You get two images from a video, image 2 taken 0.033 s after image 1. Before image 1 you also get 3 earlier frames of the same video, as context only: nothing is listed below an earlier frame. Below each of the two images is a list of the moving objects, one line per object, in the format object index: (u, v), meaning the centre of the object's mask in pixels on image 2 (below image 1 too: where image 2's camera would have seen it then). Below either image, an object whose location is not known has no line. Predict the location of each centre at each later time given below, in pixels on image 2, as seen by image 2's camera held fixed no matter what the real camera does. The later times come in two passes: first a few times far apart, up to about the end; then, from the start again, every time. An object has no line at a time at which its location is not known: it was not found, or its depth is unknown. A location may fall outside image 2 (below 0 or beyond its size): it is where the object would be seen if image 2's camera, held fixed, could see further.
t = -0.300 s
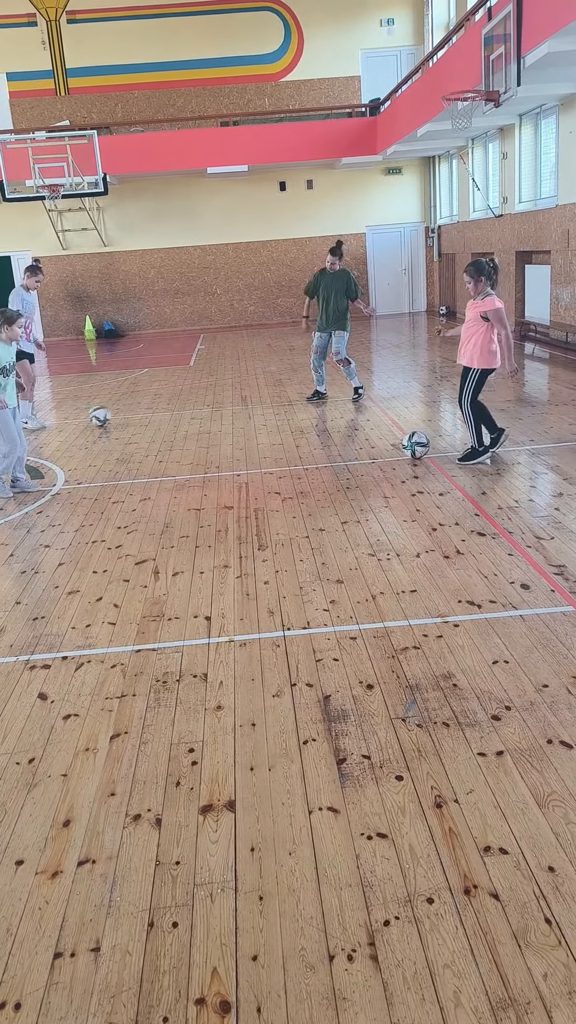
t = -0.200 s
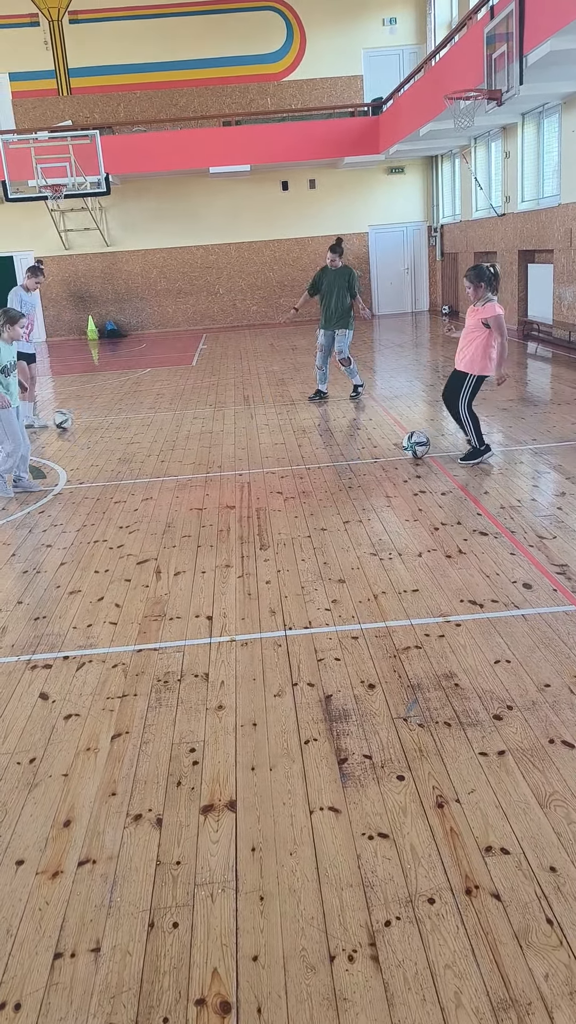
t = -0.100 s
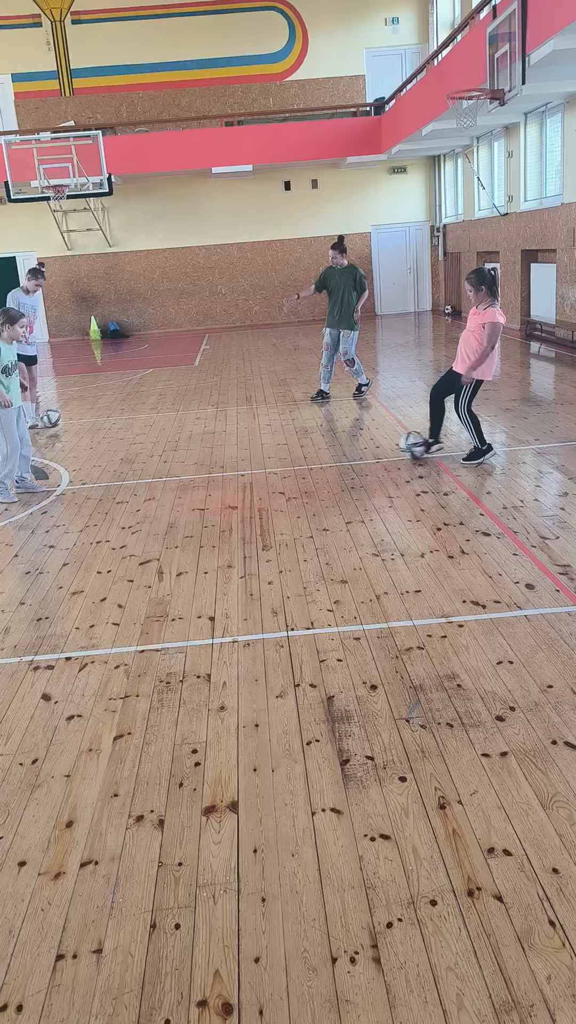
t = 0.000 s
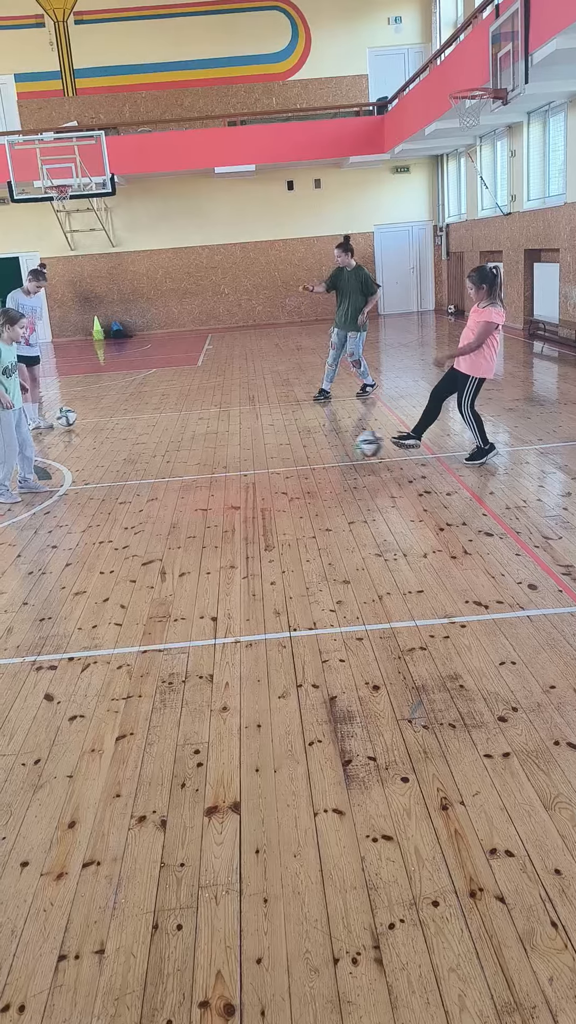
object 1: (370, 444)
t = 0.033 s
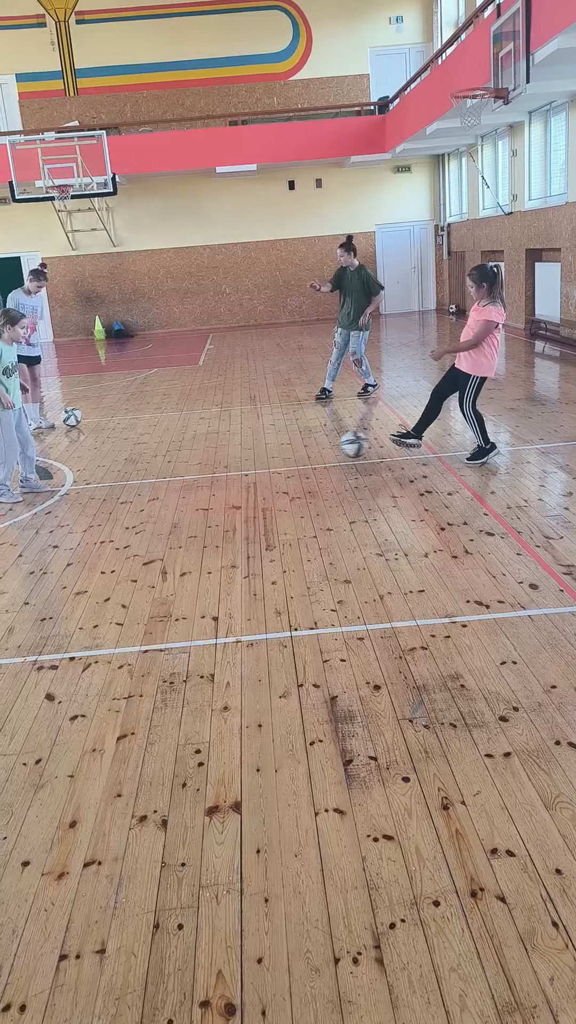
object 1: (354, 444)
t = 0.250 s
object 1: (260, 458)
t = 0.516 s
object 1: (174, 465)
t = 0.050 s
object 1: (345, 445)
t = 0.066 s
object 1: (337, 447)
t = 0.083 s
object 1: (329, 449)
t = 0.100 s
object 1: (320, 451)
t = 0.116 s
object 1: (312, 454)
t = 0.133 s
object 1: (306, 454)
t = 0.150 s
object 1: (298, 454)
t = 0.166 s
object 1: (293, 454)
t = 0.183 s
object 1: (287, 454)
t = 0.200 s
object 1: (279, 455)
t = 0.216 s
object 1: (272, 455)
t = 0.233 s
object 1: (266, 457)
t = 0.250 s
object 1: (260, 458)
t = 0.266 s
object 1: (254, 458)
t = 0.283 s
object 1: (249, 458)
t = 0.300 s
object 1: (243, 458)
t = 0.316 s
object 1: (238, 458)
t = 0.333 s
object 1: (231, 460)
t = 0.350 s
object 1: (226, 461)
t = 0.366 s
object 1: (221, 460)
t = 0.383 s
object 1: (216, 461)
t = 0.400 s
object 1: (211, 461)
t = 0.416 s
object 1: (206, 462)
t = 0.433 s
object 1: (200, 463)
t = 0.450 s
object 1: (195, 463)
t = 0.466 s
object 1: (189, 463)
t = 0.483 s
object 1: (184, 463)
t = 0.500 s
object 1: (179, 464)
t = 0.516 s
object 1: (174, 465)
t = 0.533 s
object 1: (169, 465)
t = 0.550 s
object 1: (163, 464)
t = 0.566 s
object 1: (158, 465)
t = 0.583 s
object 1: (152, 465)
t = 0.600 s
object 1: (147, 466)
